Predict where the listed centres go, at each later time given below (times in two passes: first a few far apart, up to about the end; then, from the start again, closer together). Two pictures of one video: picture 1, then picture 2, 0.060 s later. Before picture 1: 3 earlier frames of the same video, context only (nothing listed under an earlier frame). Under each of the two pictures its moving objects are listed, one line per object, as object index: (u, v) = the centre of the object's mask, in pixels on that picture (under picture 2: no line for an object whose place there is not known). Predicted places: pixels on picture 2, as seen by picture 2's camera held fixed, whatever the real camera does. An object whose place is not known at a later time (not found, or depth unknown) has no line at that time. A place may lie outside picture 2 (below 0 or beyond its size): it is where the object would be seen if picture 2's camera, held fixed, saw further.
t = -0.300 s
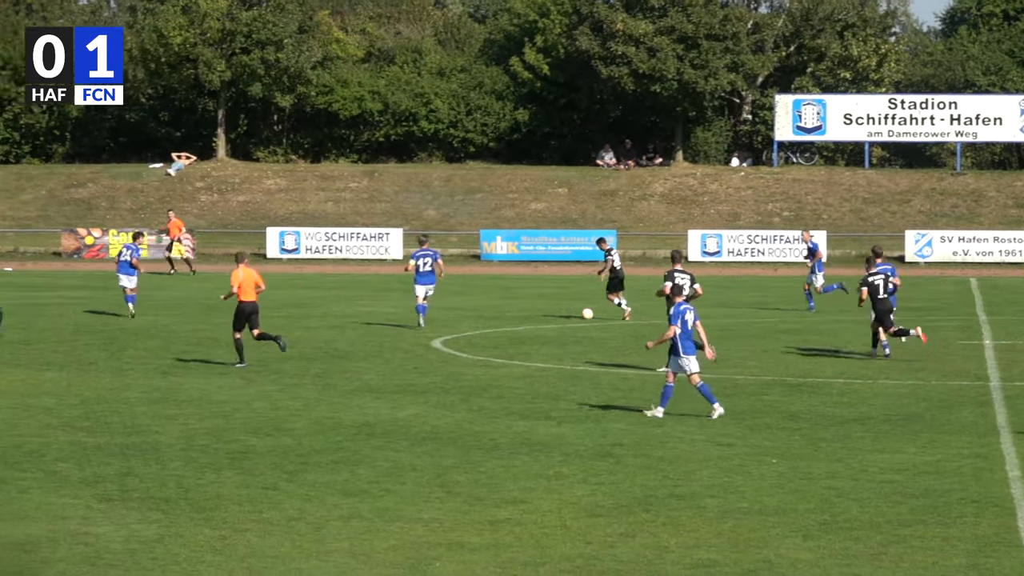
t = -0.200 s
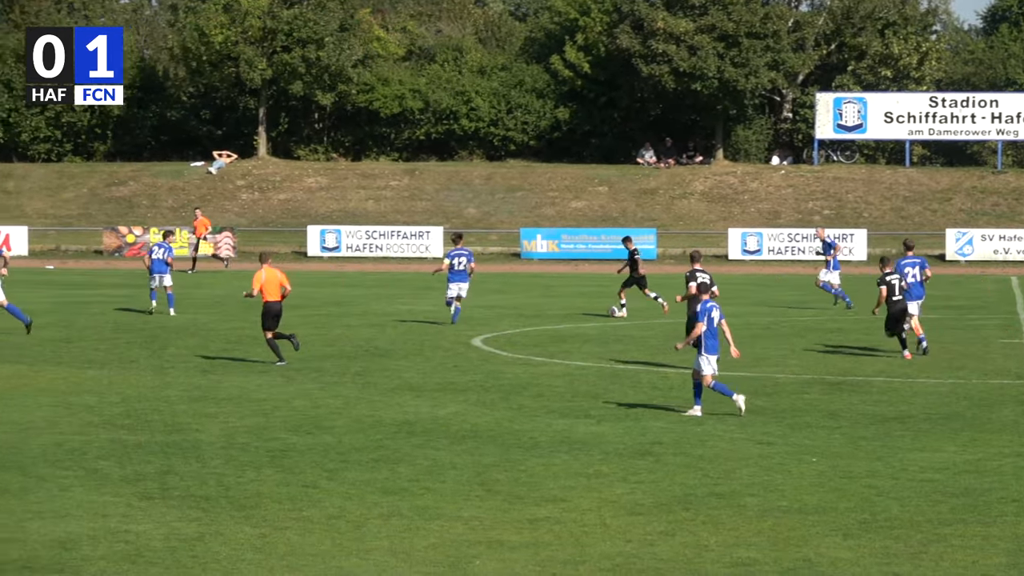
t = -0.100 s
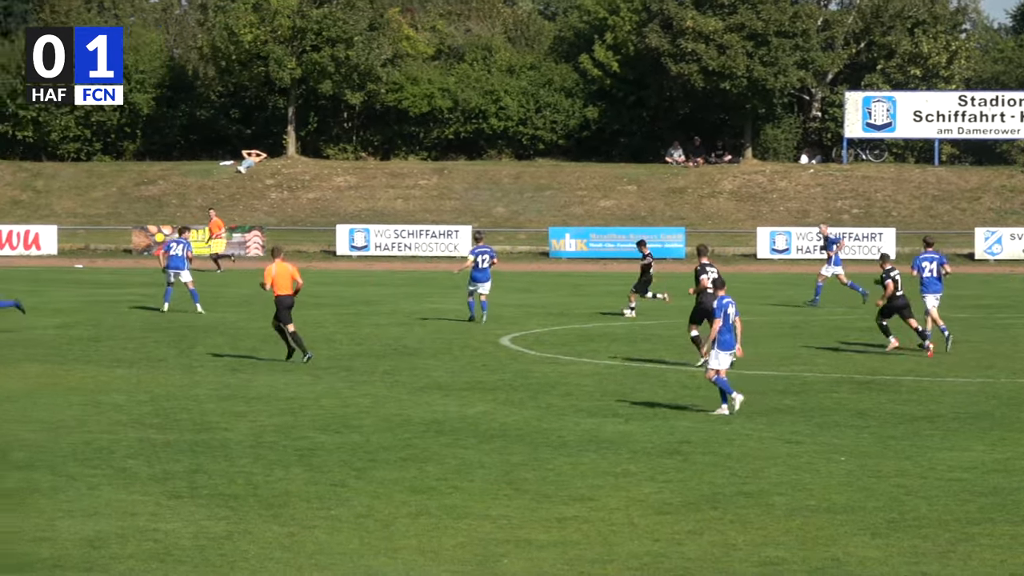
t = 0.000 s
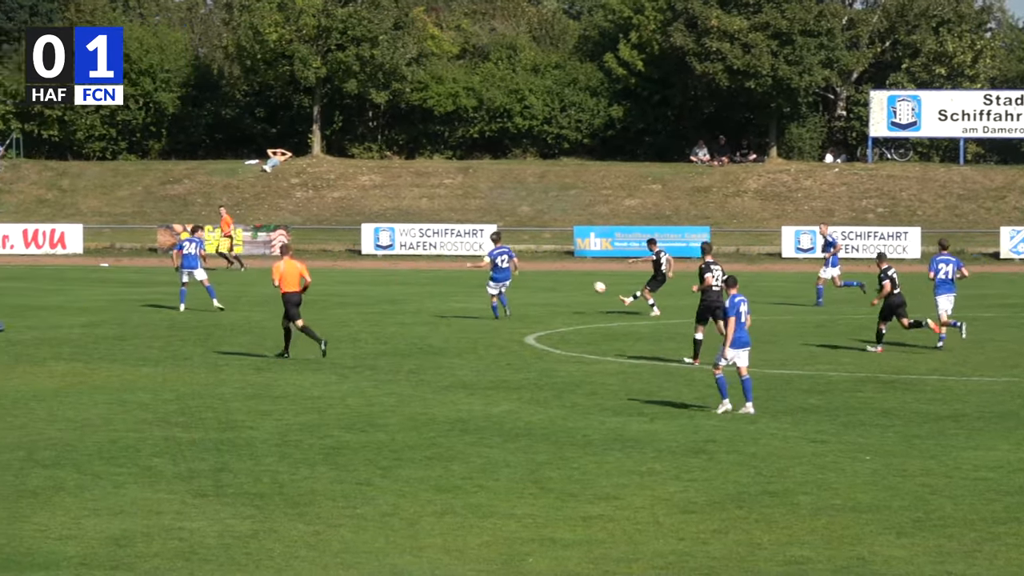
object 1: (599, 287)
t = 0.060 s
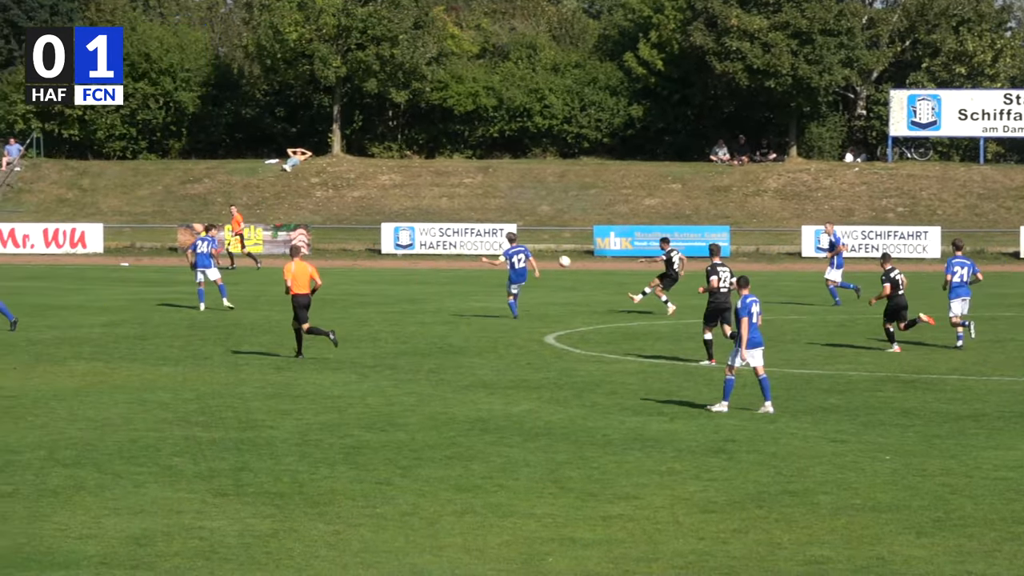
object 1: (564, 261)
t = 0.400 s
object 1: (270, 140)
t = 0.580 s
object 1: (117, 87)
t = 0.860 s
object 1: (-133, 19)
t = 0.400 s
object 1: (270, 140)
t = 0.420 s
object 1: (253, 134)
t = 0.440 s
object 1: (236, 128)
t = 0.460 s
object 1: (219, 122)
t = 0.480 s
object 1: (202, 116)
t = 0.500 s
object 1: (185, 110)
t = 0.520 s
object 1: (168, 104)
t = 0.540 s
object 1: (151, 98)
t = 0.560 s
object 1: (134, 93)
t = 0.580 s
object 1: (117, 87)
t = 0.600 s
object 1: (100, 81)
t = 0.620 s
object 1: (82, 76)
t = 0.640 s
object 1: (65, 71)
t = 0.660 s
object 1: (47, 66)
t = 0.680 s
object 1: (30, 61)
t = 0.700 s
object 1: (13, 55)
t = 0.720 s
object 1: (-6, 51)
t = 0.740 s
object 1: (-24, 46)
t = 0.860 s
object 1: (-133, 19)
